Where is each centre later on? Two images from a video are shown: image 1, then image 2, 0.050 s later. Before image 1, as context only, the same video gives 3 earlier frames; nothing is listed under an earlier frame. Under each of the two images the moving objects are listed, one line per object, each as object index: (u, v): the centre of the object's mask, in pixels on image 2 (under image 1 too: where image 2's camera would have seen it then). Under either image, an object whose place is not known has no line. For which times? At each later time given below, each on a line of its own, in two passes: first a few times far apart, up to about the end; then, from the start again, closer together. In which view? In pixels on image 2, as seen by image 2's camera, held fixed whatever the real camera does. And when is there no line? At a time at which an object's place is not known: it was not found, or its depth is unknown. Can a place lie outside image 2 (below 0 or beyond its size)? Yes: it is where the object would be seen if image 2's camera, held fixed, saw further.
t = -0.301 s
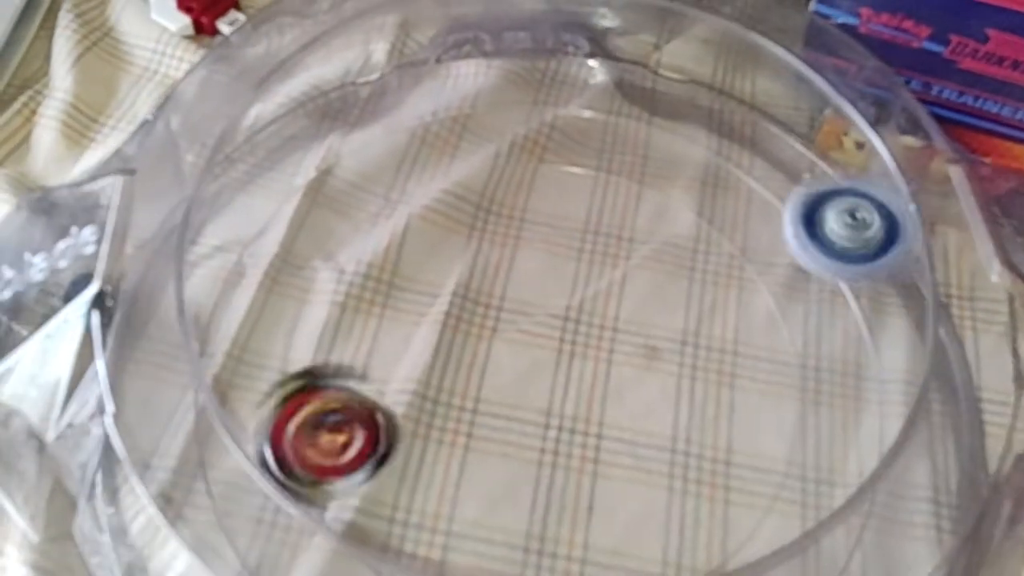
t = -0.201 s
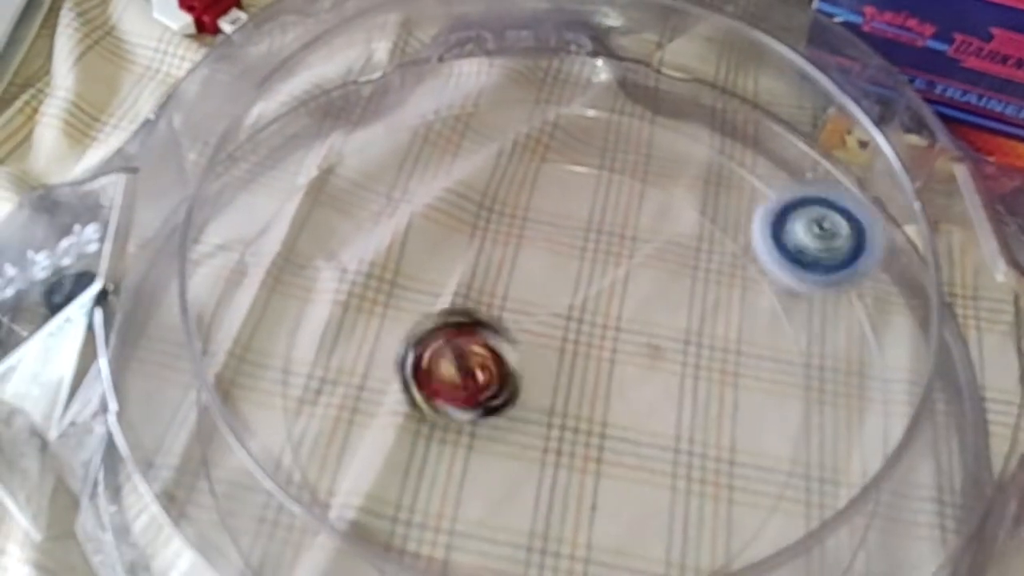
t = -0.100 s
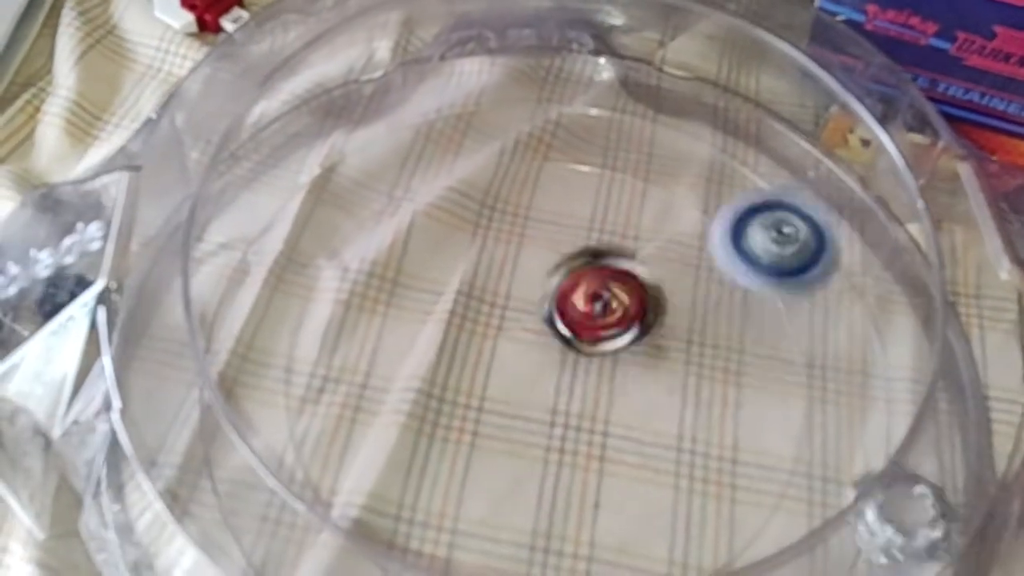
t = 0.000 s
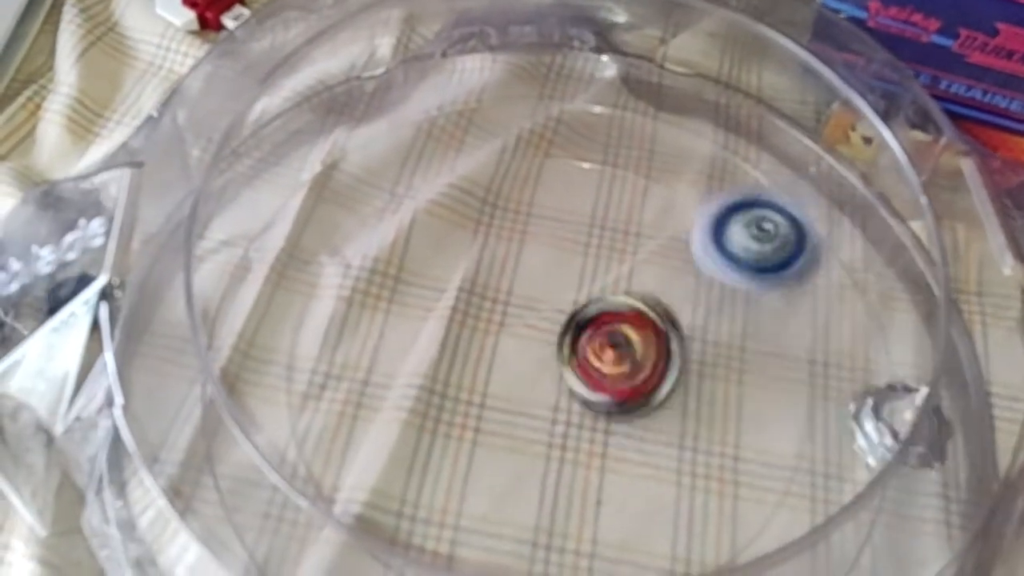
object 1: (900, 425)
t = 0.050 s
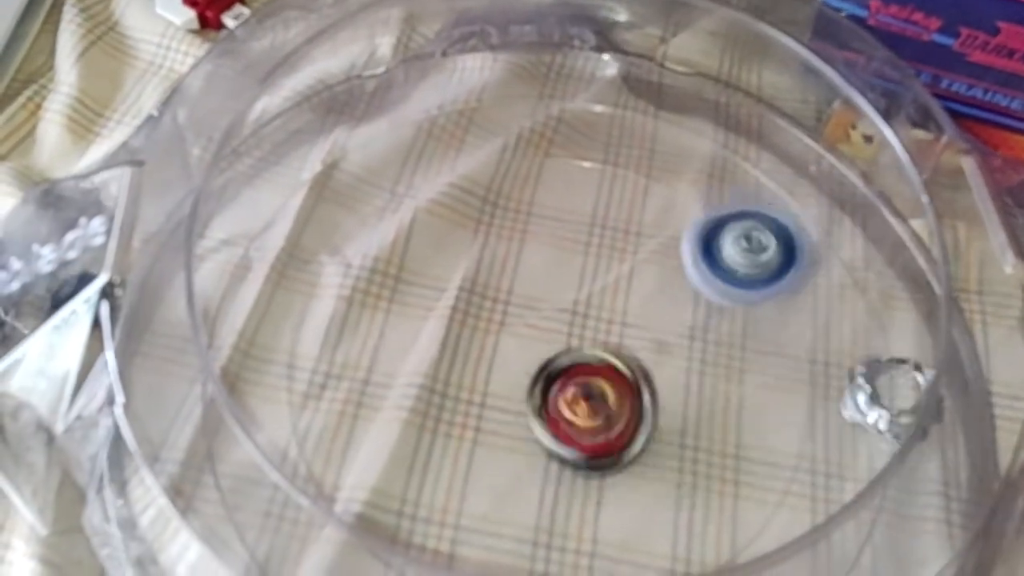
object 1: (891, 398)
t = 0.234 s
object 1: (851, 370)
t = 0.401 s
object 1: (827, 369)
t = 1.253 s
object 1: (915, 461)
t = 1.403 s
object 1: (914, 461)
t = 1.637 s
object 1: (913, 461)
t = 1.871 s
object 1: (912, 460)
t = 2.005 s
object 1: (912, 461)
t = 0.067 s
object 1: (886, 390)
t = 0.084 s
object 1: (881, 385)
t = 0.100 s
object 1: (877, 382)
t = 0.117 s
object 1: (874, 379)
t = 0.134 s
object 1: (869, 376)
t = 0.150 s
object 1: (865, 373)
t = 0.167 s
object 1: (861, 371)
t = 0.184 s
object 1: (858, 370)
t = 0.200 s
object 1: (855, 369)
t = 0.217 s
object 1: (853, 369)
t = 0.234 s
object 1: (851, 370)
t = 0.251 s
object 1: (848, 370)
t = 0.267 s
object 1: (846, 370)
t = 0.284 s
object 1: (843, 370)
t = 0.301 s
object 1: (840, 370)
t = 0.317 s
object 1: (837, 369)
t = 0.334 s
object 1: (834, 369)
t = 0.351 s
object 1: (832, 370)
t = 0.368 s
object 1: (829, 370)
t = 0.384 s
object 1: (828, 369)
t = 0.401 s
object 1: (827, 369)
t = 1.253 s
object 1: (915, 461)
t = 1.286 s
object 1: (914, 461)
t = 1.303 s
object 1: (915, 461)
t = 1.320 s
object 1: (915, 461)
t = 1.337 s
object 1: (914, 461)
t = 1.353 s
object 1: (914, 461)
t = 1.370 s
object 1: (914, 461)
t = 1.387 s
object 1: (914, 461)
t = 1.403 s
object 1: (914, 461)
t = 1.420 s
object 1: (914, 461)
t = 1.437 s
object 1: (914, 461)
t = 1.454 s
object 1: (914, 461)
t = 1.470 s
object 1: (914, 461)
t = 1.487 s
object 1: (914, 461)
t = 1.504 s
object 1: (914, 461)
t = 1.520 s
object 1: (914, 461)
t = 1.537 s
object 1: (914, 461)
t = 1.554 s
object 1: (914, 461)
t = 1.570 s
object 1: (914, 461)
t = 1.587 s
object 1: (914, 461)
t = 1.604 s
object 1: (913, 461)
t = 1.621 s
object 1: (913, 461)
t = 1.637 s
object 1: (913, 461)
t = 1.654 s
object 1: (913, 461)
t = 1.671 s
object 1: (913, 461)
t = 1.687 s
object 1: (913, 461)
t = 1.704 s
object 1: (913, 461)
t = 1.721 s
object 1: (912, 461)
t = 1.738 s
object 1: (912, 460)
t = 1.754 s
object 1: (912, 460)
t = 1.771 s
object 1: (912, 461)
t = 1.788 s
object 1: (912, 460)
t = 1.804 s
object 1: (912, 460)
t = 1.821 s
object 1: (912, 460)
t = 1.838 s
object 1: (912, 460)
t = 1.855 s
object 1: (912, 460)
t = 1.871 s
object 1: (912, 460)
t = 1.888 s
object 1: (912, 460)
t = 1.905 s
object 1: (912, 460)
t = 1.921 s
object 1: (912, 460)
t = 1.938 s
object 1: (912, 460)
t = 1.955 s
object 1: (912, 460)
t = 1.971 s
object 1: (912, 460)
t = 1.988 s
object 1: (912, 460)
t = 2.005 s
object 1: (912, 461)
